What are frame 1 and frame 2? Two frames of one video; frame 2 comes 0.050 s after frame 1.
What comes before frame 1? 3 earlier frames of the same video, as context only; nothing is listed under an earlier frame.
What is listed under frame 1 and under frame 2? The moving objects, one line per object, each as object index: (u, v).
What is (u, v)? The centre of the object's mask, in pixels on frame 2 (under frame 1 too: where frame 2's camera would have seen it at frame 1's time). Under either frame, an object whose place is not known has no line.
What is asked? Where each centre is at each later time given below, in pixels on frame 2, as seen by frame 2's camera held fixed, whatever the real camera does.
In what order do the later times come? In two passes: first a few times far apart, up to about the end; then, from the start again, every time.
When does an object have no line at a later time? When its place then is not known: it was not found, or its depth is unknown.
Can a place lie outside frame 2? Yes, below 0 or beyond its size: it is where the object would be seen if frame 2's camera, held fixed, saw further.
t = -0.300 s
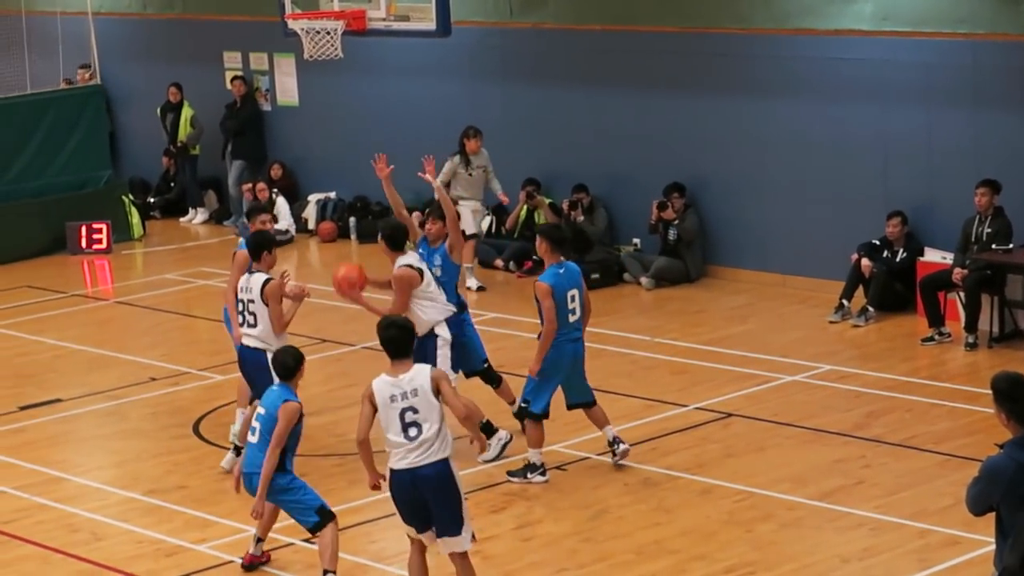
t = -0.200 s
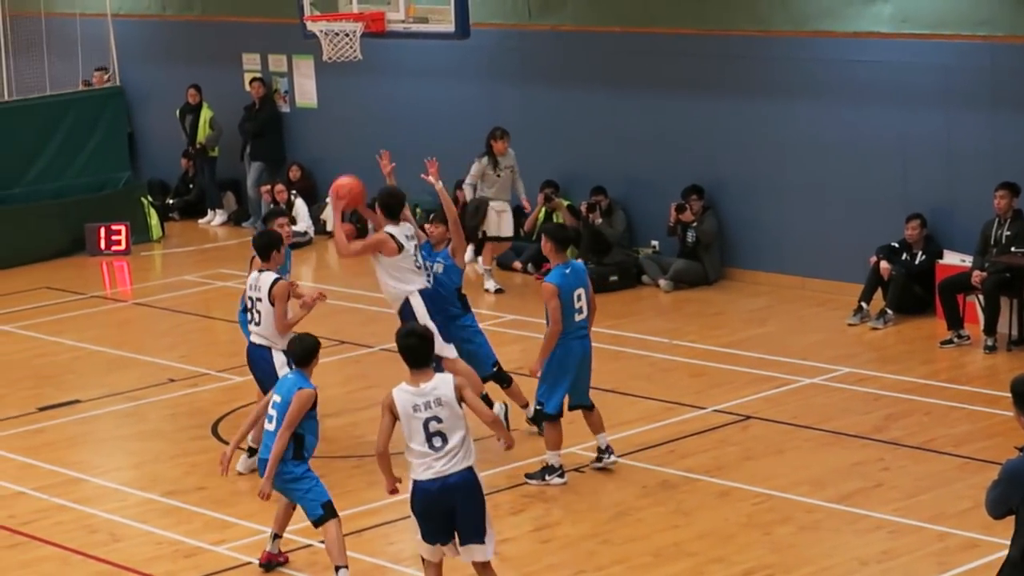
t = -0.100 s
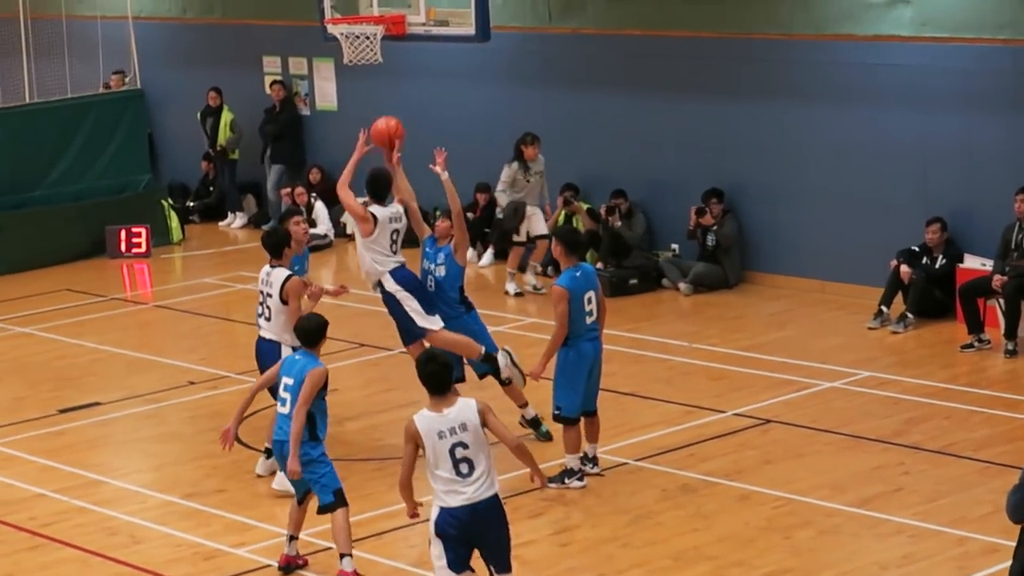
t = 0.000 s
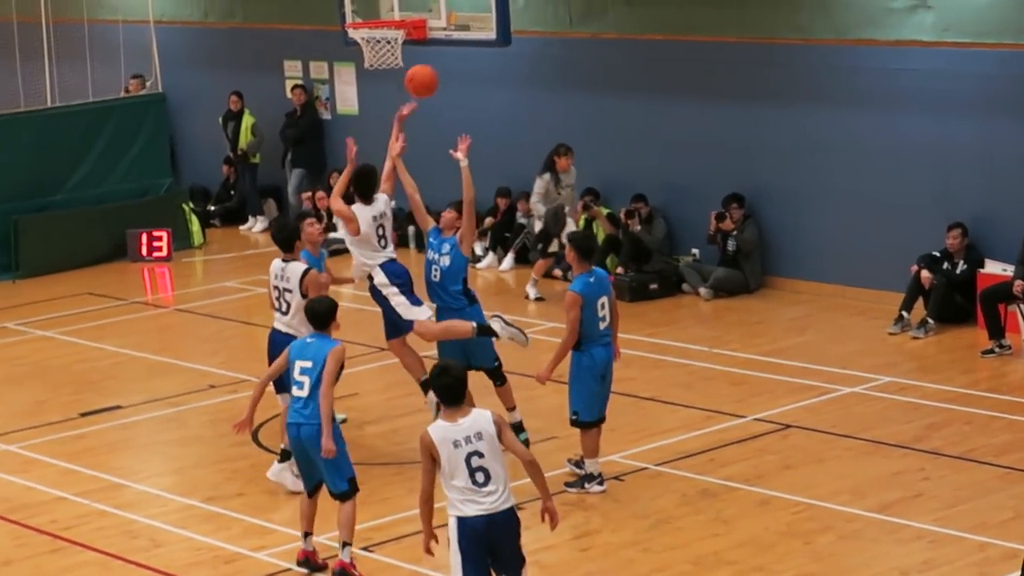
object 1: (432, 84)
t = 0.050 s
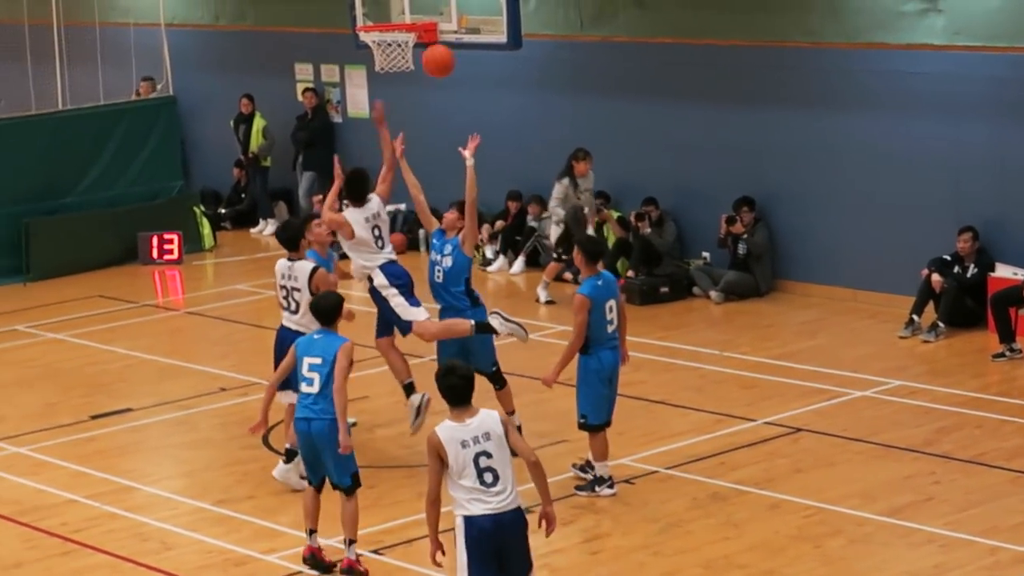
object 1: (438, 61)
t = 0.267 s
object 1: (431, 5)
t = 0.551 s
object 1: (368, 13)
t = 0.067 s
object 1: (440, 54)
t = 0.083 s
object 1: (443, 47)
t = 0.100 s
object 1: (445, 41)
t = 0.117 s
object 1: (447, 35)
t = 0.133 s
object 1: (449, 30)
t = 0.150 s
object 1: (452, 25)
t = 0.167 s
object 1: (454, 20)
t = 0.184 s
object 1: (455, 16)
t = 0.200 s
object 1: (451, 14)
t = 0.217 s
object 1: (446, 11)
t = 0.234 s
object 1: (441, 9)
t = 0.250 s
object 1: (436, 7)
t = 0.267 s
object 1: (431, 5)
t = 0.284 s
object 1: (426, 4)
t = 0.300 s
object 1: (421, 4)
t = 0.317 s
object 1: (416, 3)
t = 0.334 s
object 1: (411, 4)
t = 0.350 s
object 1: (406, 4)
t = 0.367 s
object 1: (401, 5)
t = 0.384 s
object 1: (396, 6)
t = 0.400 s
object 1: (391, 8)
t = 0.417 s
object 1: (387, 10)
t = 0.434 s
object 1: (383, 10)
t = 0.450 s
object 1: (381, 9)
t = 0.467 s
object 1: (379, 10)
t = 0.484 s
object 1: (377, 10)
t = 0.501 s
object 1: (375, 10)
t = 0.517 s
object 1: (373, 10)
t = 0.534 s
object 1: (370, 12)
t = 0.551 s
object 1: (368, 13)
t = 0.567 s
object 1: (365, 13)
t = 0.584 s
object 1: (363, 14)
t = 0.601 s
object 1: (360, 16)
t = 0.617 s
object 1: (358, 18)
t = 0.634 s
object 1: (355, 20)
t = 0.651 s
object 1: (353, 22)
